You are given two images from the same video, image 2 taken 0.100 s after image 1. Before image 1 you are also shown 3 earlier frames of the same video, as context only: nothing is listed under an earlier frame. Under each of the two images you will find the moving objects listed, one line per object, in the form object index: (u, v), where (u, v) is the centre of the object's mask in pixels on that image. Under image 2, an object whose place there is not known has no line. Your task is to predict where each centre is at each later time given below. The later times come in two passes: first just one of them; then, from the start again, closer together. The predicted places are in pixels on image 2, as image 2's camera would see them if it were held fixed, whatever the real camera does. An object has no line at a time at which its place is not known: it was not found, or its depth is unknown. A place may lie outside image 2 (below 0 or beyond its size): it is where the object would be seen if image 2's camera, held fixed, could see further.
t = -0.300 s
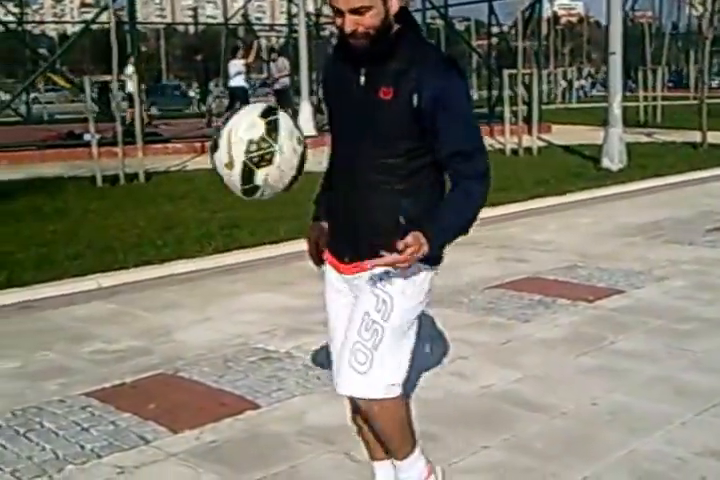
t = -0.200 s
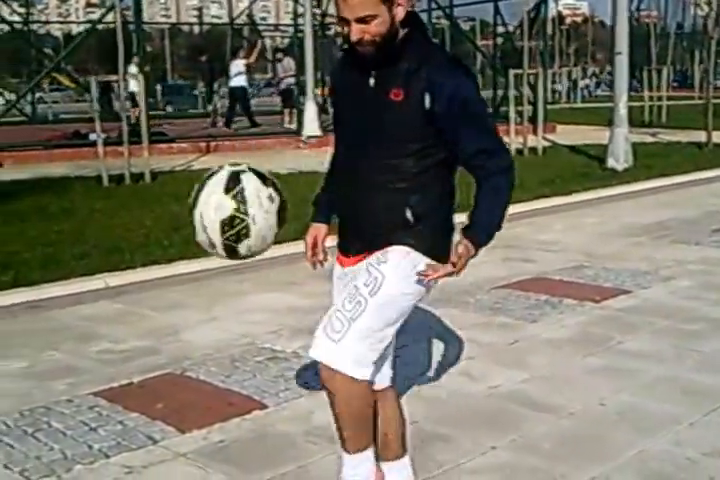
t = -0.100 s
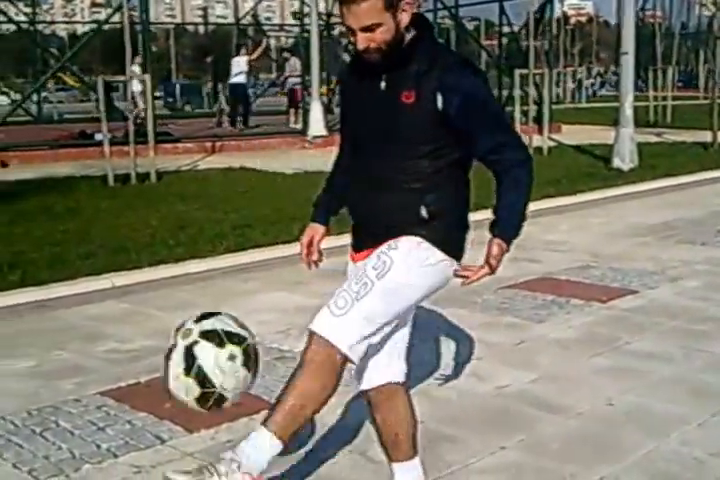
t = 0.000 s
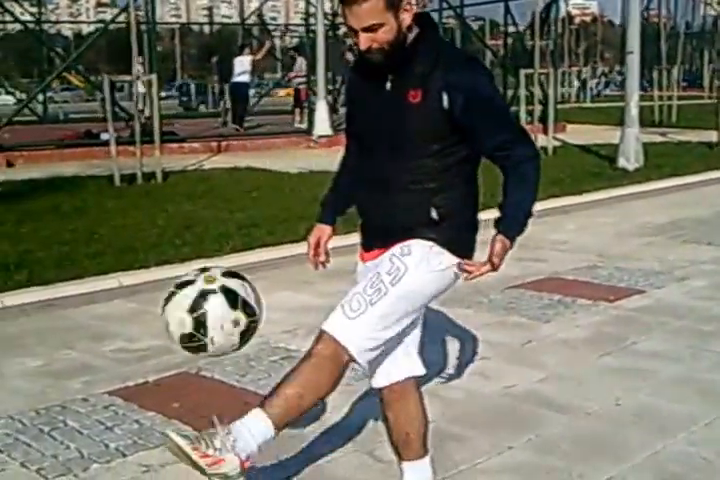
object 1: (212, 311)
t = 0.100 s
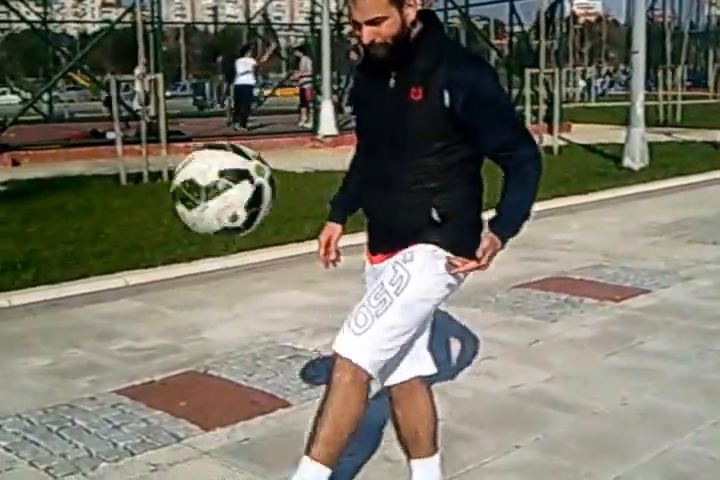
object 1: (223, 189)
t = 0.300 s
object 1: (239, 41)
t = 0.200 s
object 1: (229, 94)
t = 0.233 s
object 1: (234, 68)
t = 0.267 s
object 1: (238, 52)
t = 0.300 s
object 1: (239, 41)
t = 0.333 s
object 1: (241, 35)
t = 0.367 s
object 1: (246, 33)
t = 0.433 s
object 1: (251, 36)
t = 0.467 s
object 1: (254, 42)
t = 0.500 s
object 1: (258, 51)
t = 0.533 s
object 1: (263, 70)
